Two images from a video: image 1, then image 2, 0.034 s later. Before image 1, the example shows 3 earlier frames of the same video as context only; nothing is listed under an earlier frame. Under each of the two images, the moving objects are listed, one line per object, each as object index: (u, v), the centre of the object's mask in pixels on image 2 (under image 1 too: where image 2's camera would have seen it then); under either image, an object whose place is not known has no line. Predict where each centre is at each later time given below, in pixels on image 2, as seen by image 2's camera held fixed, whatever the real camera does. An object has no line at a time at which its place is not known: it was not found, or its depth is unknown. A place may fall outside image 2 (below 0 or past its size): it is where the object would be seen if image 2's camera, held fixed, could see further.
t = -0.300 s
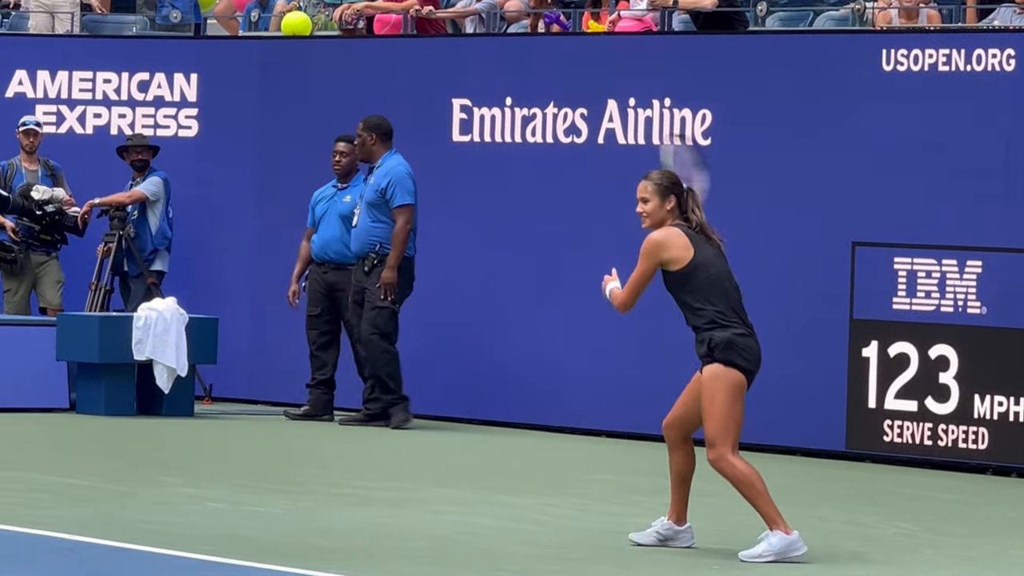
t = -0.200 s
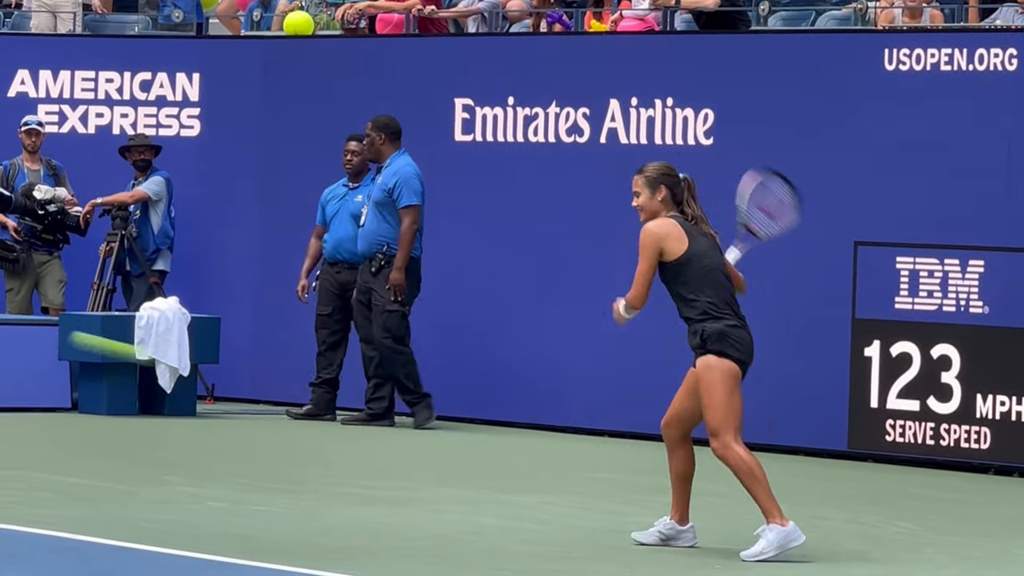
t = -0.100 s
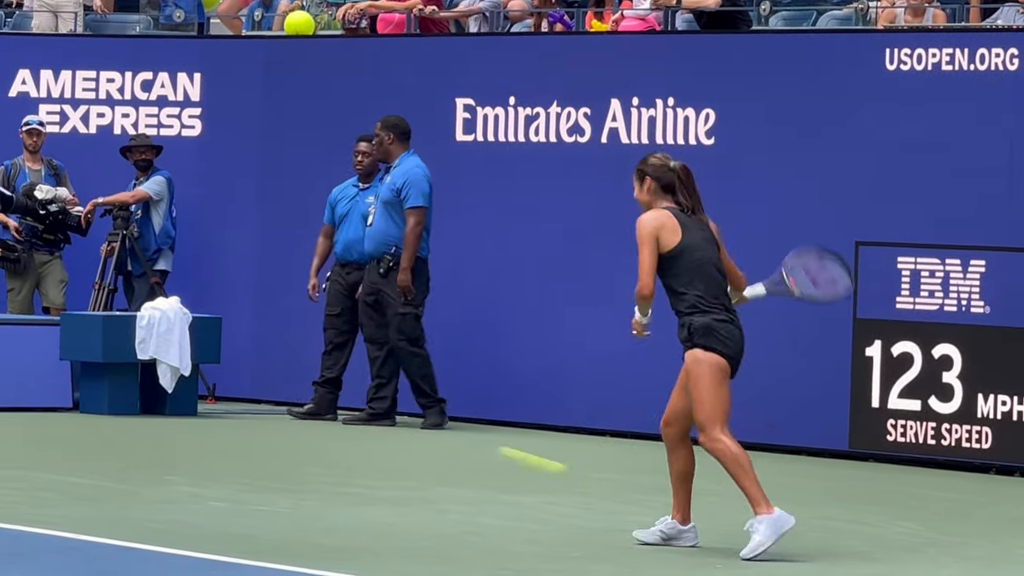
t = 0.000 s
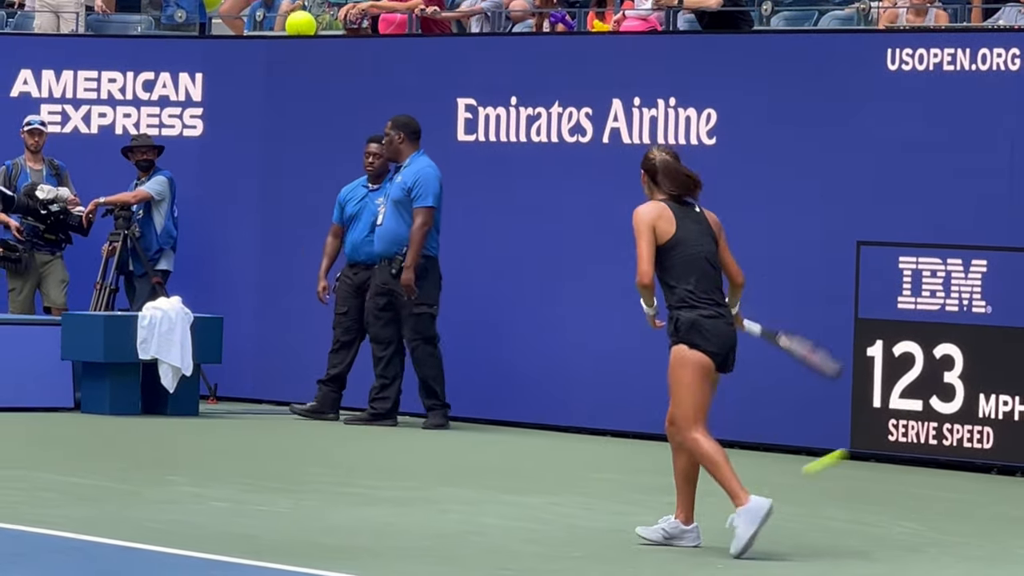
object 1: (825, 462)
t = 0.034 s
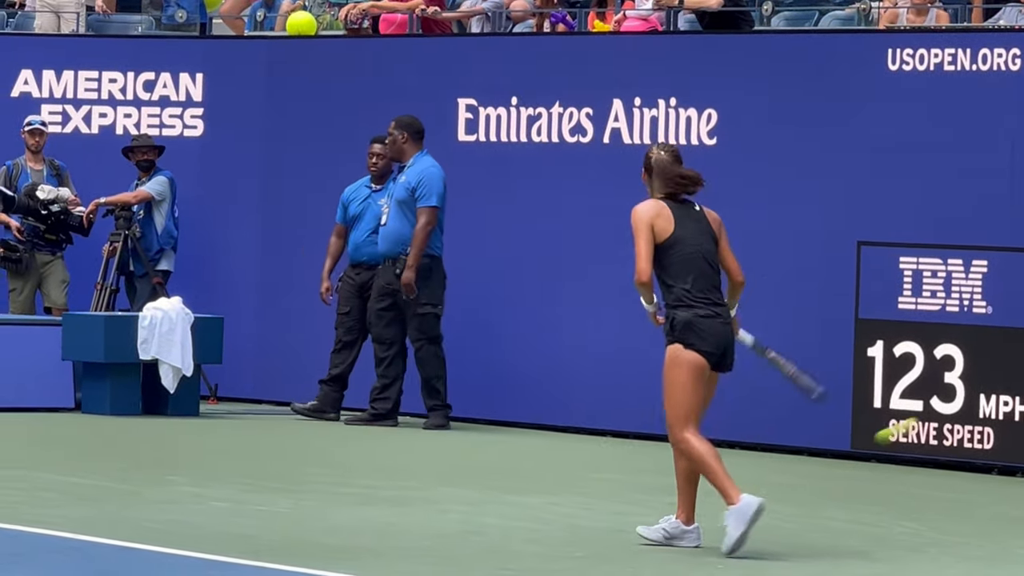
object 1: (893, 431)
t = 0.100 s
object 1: (1016, 383)
